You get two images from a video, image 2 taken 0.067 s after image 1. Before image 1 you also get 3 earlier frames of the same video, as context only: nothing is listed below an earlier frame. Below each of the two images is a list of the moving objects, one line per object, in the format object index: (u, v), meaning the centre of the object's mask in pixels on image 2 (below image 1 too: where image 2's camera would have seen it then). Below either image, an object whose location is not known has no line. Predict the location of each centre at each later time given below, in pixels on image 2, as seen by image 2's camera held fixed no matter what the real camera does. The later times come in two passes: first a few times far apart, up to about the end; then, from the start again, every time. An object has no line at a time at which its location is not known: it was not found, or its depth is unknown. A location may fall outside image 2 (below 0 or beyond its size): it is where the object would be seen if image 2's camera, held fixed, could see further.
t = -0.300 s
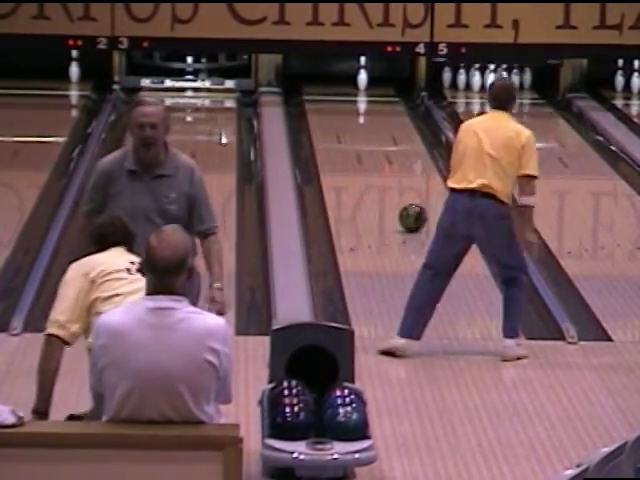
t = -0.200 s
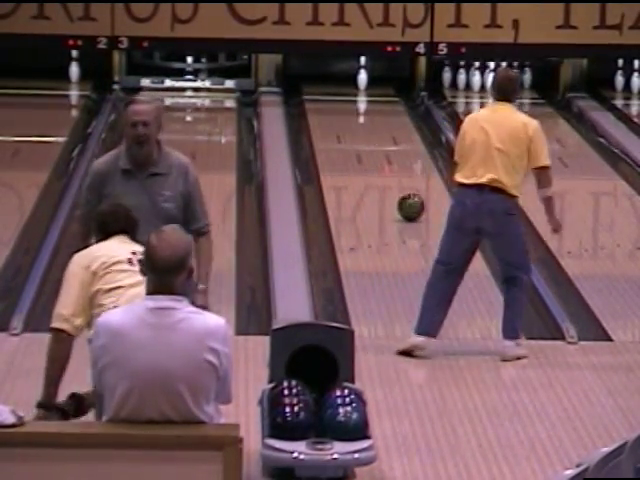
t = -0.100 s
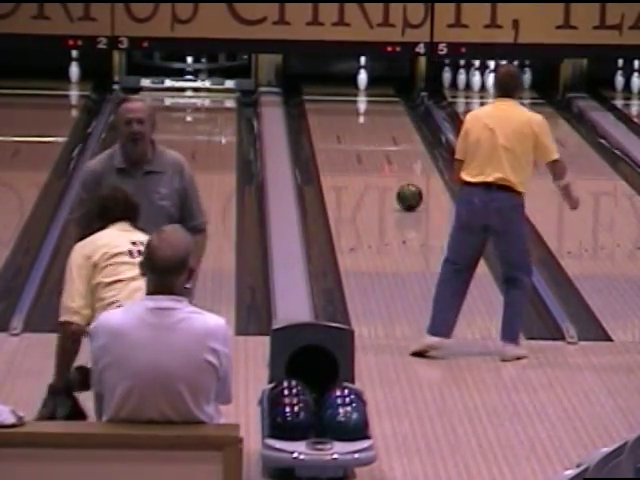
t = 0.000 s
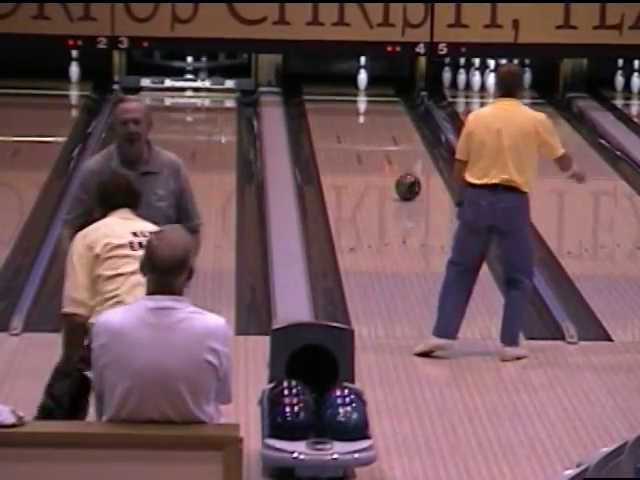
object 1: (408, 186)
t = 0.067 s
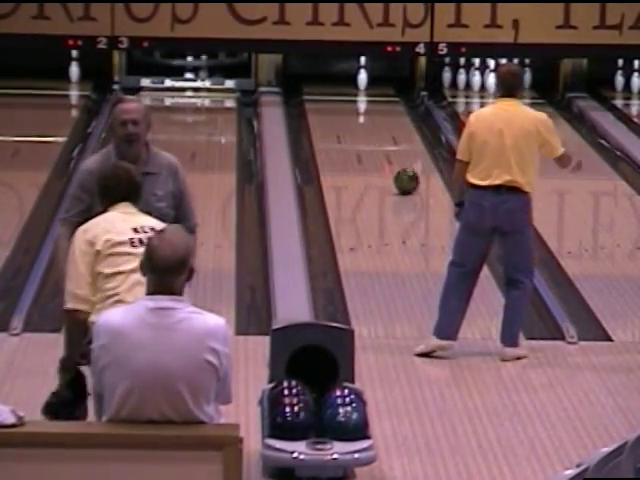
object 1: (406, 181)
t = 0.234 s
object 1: (404, 167)
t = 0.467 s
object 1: (399, 149)
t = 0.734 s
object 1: (395, 130)
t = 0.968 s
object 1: (390, 116)
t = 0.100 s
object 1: (405, 178)
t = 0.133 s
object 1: (405, 175)
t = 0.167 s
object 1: (405, 172)
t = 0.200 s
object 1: (404, 170)
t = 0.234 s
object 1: (404, 167)
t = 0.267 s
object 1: (403, 164)
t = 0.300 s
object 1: (403, 162)
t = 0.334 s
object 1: (402, 159)
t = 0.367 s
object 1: (400, 157)
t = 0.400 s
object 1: (400, 154)
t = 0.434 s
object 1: (399, 152)
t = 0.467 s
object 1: (399, 149)
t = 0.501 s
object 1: (399, 146)
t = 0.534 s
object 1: (399, 144)
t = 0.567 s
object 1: (398, 142)
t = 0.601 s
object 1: (398, 139)
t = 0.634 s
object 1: (397, 136)
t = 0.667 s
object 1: (396, 134)
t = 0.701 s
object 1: (396, 132)
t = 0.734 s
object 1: (395, 130)
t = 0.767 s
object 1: (394, 128)
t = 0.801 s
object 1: (393, 126)
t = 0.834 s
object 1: (393, 124)
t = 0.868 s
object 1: (393, 121)
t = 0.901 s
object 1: (392, 120)
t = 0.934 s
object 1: (392, 118)
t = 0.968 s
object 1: (390, 116)
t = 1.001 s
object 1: (389, 114)
